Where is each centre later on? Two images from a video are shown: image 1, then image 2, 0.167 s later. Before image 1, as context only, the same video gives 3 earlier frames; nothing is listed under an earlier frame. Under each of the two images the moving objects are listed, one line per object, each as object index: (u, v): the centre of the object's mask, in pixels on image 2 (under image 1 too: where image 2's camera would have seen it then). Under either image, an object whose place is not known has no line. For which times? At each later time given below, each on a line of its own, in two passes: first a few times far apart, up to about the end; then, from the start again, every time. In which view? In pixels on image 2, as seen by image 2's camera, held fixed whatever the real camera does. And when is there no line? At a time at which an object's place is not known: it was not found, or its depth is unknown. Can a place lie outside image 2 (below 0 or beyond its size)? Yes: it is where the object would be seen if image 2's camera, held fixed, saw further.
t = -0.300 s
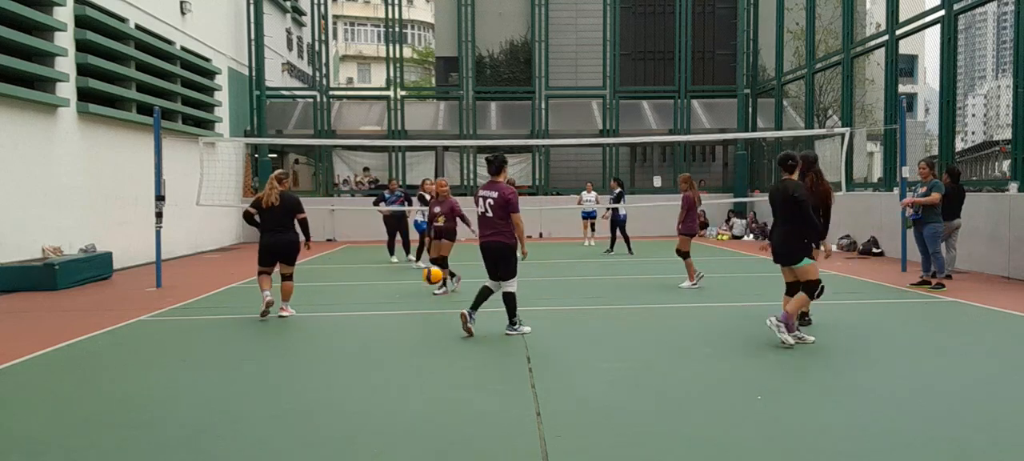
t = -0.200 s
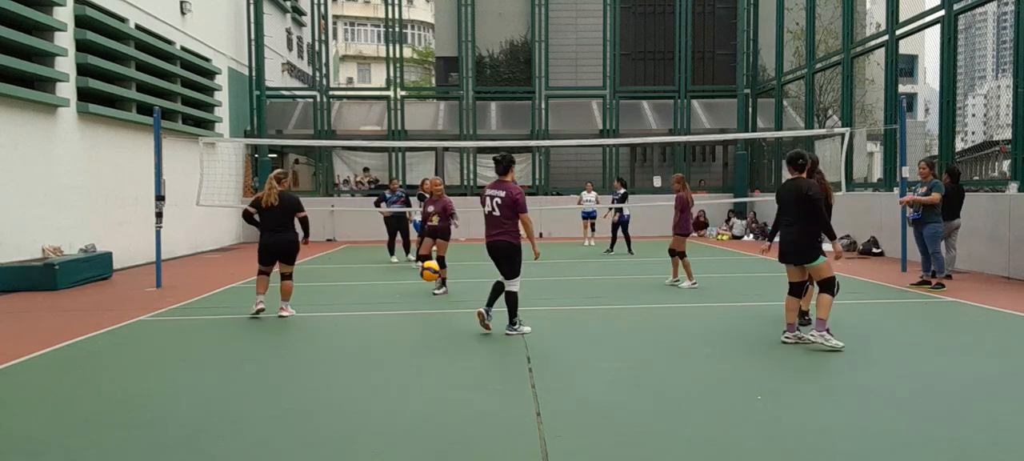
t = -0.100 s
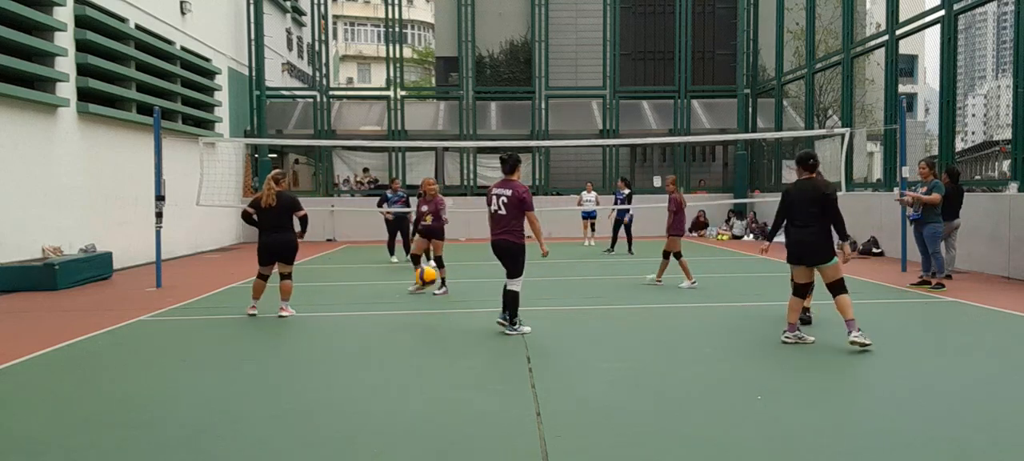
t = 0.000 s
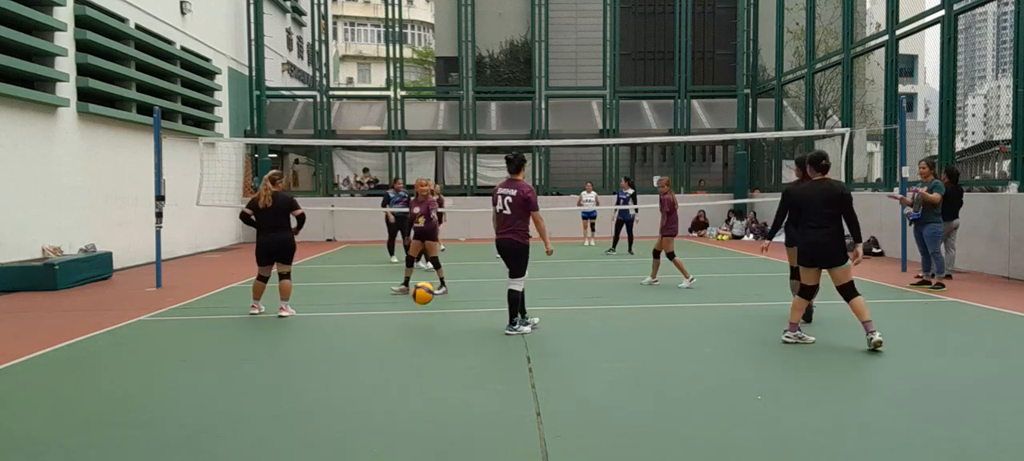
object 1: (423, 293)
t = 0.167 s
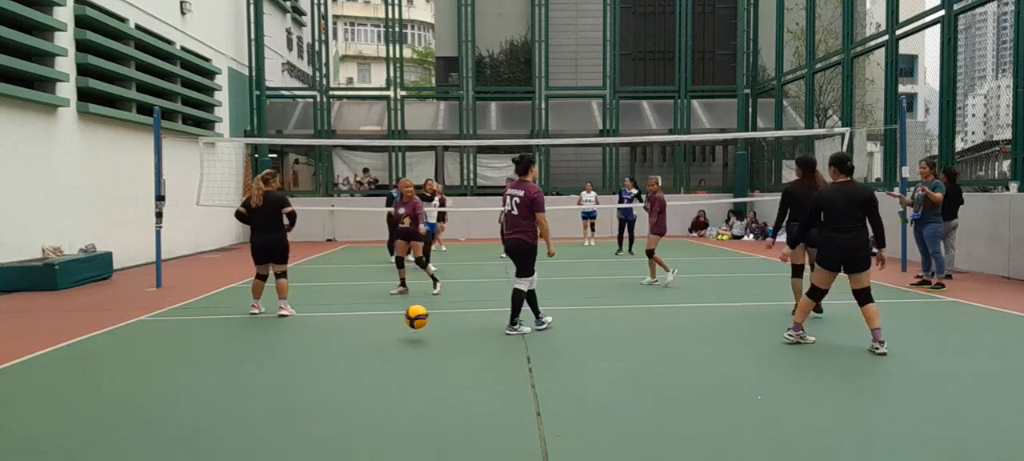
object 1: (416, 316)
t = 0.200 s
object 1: (415, 312)
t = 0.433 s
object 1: (403, 311)
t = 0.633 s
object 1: (392, 361)
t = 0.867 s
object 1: (373, 351)
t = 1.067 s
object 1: (353, 416)
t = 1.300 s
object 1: (318, 418)
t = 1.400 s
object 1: (301, 448)
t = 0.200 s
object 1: (415, 312)
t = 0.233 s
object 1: (413, 308)
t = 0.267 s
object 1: (411, 305)
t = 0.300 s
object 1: (410, 303)
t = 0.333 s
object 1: (408, 303)
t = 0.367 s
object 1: (407, 304)
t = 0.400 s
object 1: (405, 307)
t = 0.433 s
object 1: (403, 311)
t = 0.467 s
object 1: (401, 317)
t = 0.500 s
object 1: (400, 323)
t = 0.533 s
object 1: (398, 333)
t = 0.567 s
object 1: (396, 344)
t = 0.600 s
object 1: (394, 356)
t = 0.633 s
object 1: (392, 361)
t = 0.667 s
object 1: (389, 355)
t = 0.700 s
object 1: (387, 350)
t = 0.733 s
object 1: (384, 347)
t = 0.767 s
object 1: (382, 345)
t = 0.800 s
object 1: (379, 345)
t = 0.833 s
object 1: (376, 347)
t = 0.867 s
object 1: (373, 351)
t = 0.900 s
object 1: (370, 357)
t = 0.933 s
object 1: (367, 364)
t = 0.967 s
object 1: (364, 374)
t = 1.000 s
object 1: (360, 387)
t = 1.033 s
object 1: (357, 401)
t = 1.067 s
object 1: (353, 416)
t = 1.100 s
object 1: (349, 410)
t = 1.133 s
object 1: (344, 406)
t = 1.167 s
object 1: (339, 404)
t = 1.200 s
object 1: (334, 403)
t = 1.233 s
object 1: (329, 406)
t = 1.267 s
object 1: (324, 411)
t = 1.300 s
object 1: (318, 418)
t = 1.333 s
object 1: (312, 429)
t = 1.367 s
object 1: (306, 440)
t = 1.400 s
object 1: (301, 448)
